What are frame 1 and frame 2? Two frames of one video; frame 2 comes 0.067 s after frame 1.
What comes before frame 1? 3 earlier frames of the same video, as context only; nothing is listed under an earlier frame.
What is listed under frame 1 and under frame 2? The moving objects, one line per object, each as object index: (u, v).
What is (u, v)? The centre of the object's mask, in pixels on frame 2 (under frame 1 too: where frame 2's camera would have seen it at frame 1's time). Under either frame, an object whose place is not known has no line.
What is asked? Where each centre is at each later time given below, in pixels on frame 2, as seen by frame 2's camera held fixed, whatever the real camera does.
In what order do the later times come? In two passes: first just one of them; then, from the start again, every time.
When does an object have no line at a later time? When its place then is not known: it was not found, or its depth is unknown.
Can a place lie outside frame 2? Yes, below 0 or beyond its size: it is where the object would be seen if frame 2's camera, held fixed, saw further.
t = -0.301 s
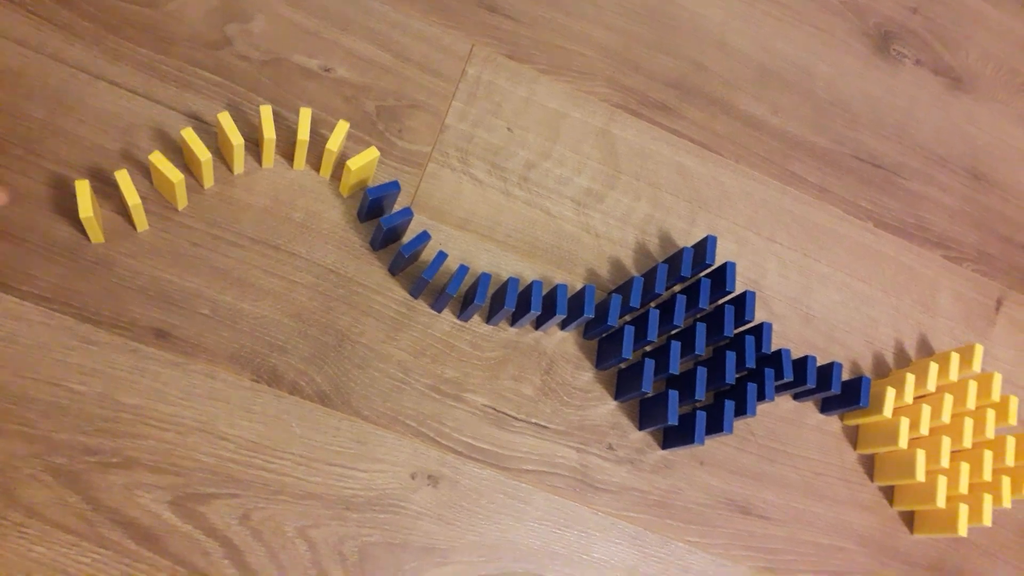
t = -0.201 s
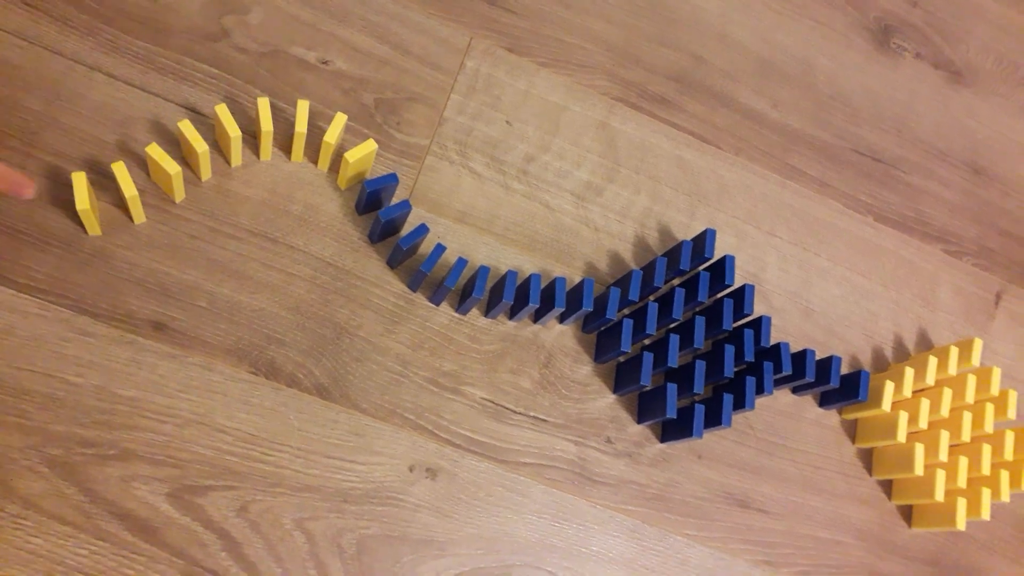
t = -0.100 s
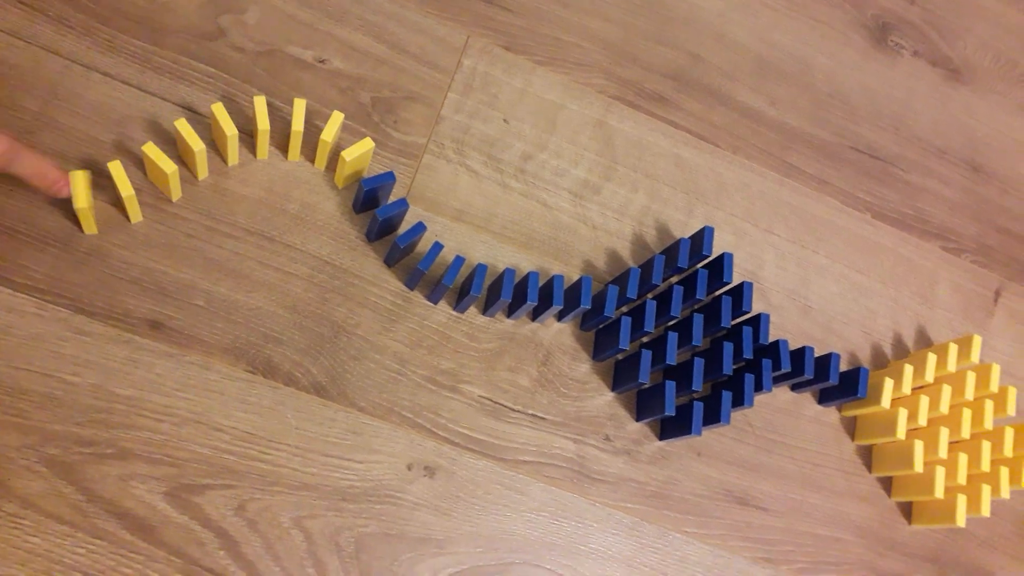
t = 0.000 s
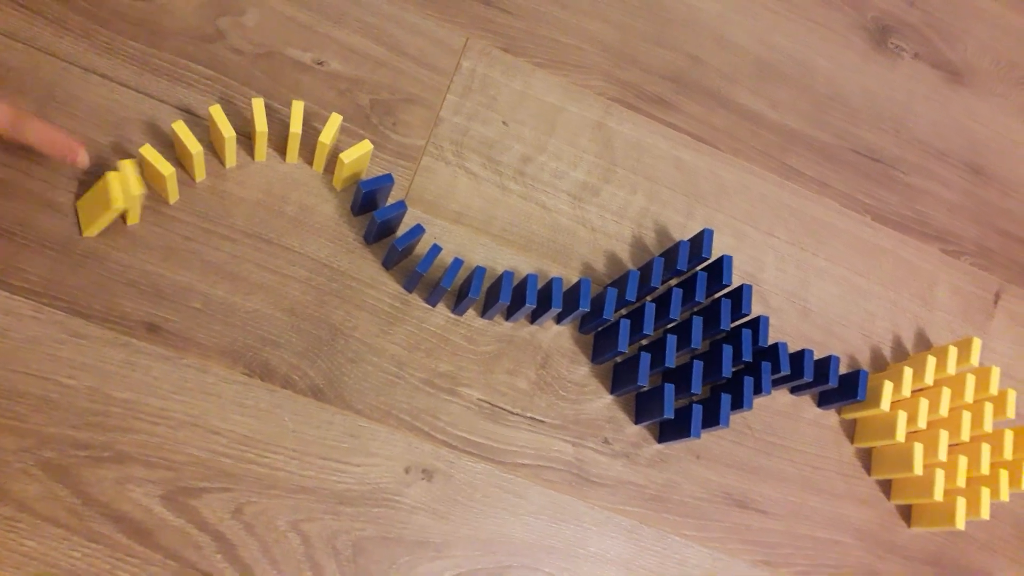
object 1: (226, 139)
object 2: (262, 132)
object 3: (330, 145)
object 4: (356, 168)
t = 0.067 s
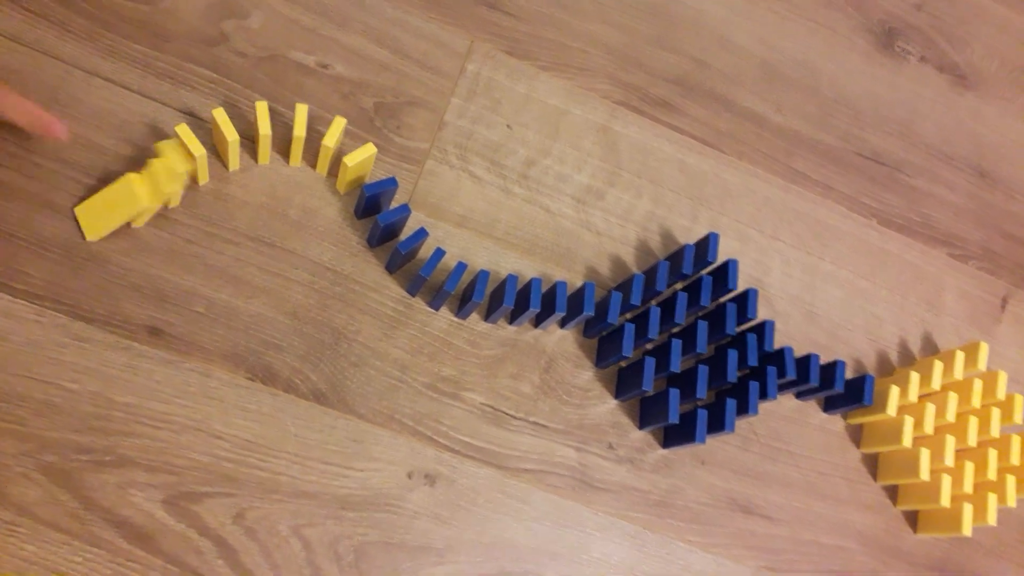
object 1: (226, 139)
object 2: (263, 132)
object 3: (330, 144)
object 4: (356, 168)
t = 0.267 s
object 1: (243, 136)
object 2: (304, 117)
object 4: (366, 179)
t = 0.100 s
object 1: (228, 139)
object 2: (263, 132)
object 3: (330, 145)
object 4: (356, 168)
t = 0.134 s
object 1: (234, 160)
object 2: (263, 132)
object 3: (330, 145)
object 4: (356, 168)
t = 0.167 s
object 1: (239, 157)
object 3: (330, 145)
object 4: (356, 168)
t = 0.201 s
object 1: (245, 139)
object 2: (286, 127)
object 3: (333, 144)
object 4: (356, 168)
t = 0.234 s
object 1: (248, 142)
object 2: (301, 121)
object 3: (331, 160)
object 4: (346, 180)
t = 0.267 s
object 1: (243, 136)
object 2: (304, 117)
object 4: (366, 179)
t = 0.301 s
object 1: (244, 136)
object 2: (298, 117)
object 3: (364, 159)
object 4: (373, 188)
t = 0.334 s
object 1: (240, 133)
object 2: (296, 114)
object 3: (369, 156)
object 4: (375, 193)
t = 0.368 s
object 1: (238, 133)
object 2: (293, 111)
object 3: (374, 152)
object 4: (376, 195)
